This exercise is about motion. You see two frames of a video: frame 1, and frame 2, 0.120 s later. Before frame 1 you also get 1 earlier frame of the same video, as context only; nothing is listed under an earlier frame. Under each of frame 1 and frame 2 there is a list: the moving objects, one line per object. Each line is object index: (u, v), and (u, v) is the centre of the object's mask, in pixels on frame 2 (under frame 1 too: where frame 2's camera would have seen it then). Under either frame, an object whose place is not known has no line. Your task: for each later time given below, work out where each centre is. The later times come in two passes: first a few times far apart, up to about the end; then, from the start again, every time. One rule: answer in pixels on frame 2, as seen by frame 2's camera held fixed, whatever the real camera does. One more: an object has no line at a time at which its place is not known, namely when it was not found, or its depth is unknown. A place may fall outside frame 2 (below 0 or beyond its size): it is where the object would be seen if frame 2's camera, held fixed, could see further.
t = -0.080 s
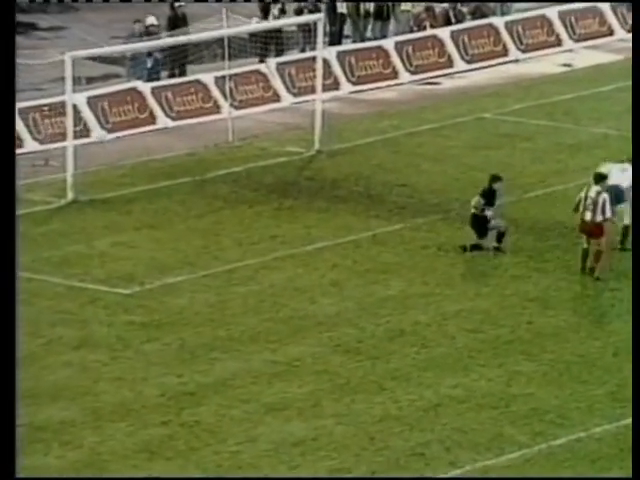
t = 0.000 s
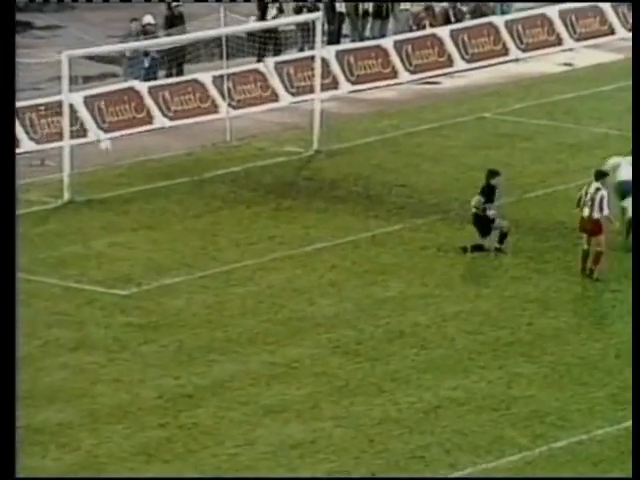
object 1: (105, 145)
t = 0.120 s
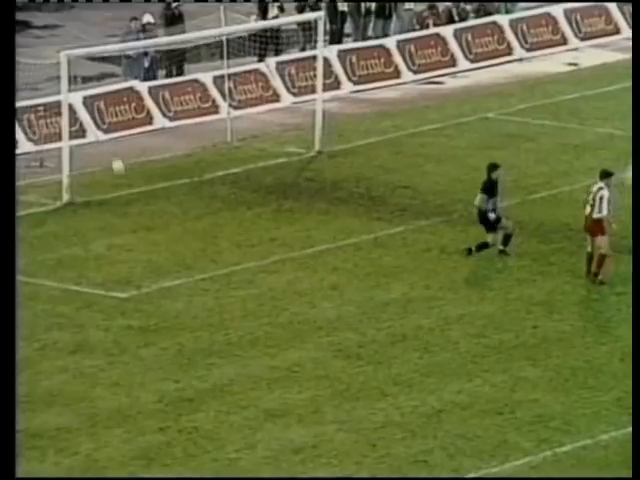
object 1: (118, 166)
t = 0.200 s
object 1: (126, 182)
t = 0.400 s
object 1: (142, 178)
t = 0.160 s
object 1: (122, 175)
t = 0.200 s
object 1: (126, 182)
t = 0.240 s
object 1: (130, 182)
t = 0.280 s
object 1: (134, 179)
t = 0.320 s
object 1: (137, 178)
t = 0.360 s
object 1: (140, 177)
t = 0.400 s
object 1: (142, 178)
